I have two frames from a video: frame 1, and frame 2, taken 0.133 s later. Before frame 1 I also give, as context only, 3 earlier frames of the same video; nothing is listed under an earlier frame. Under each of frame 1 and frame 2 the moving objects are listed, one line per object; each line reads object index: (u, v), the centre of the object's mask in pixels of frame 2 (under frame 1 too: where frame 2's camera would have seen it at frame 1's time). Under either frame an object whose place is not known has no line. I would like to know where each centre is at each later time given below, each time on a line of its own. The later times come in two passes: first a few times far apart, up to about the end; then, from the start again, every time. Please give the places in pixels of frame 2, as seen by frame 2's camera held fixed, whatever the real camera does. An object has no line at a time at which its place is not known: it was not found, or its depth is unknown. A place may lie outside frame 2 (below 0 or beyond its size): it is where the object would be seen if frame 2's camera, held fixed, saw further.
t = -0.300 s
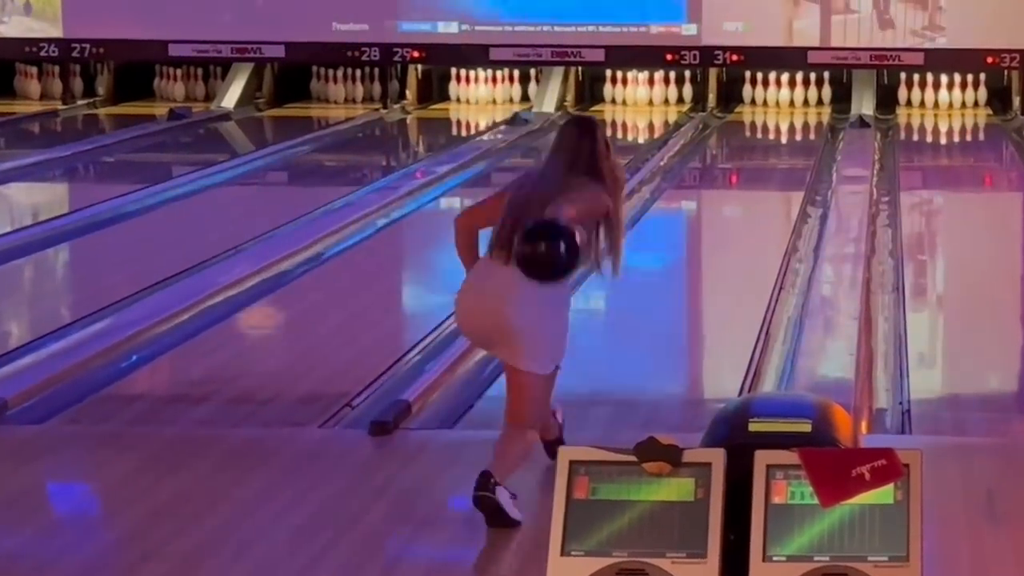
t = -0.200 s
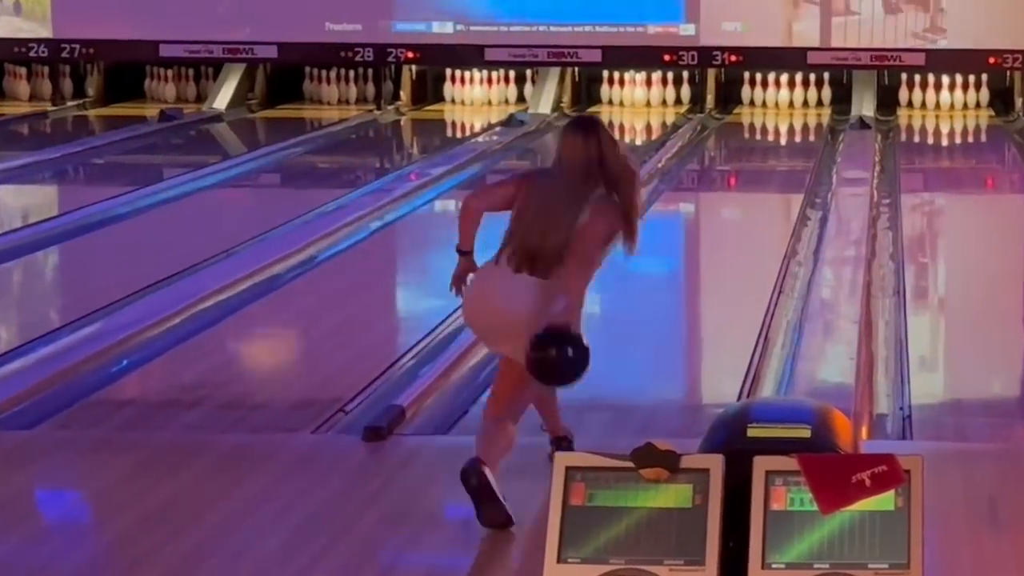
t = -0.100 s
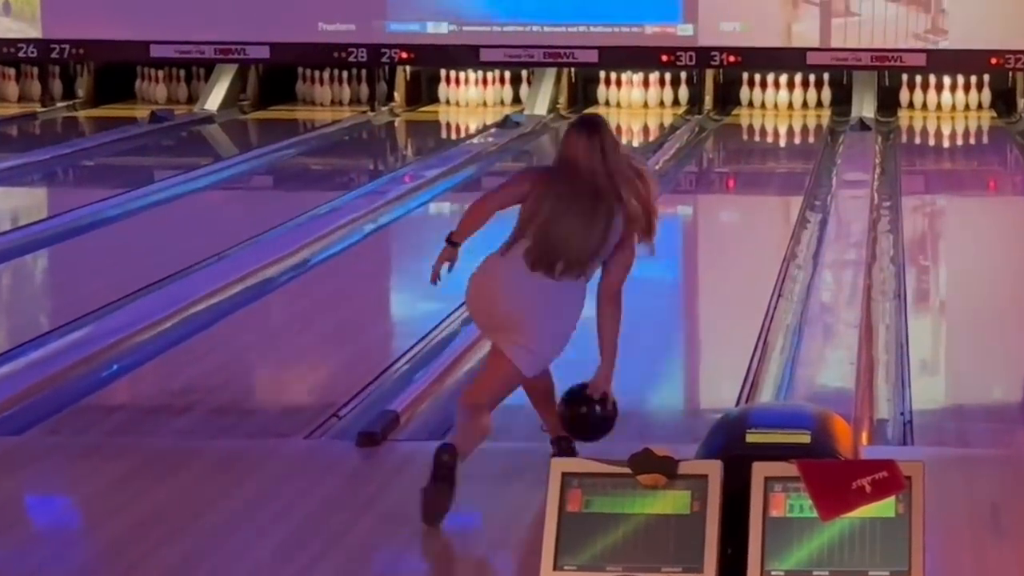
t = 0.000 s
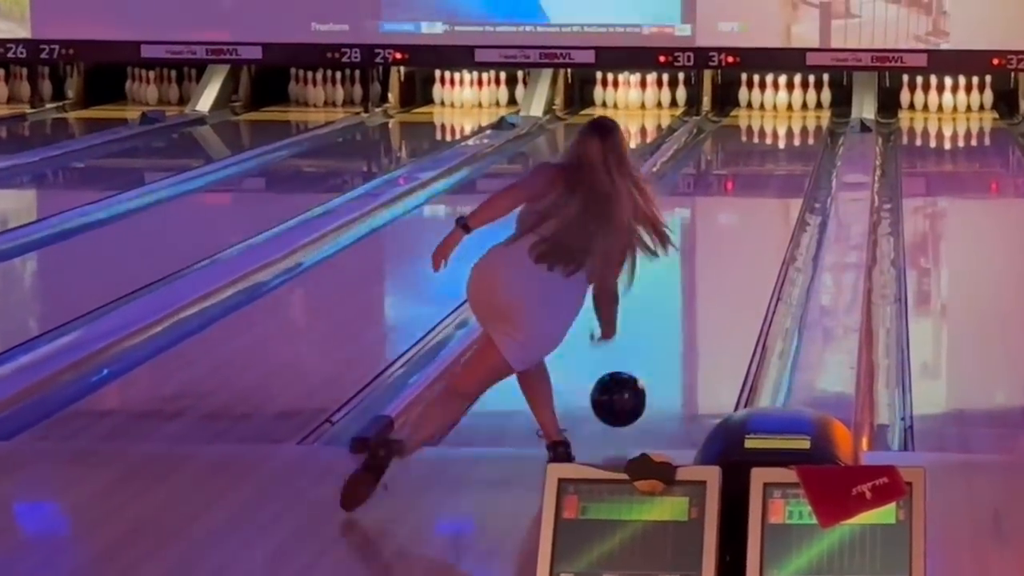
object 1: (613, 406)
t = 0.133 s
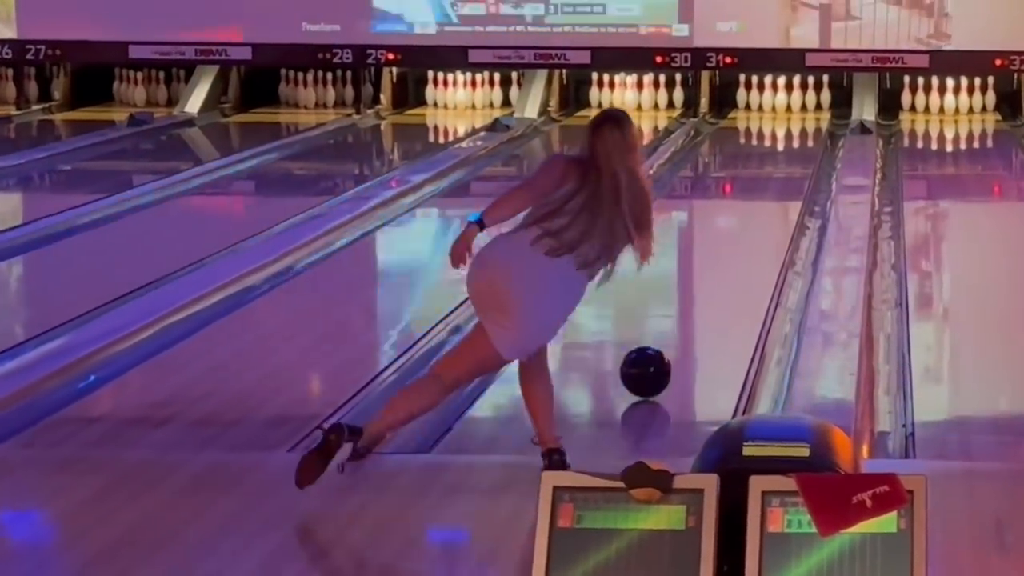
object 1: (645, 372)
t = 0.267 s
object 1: (671, 336)
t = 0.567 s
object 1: (714, 272)
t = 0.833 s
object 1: (740, 232)
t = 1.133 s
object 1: (761, 198)
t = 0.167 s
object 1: (652, 363)
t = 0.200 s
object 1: (659, 353)
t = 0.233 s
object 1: (665, 344)
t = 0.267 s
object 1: (671, 336)
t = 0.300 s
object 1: (677, 328)
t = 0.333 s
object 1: (682, 320)
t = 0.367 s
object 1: (687, 312)
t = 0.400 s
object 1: (692, 304)
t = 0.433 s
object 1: (697, 297)
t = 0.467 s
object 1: (701, 290)
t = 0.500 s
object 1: (706, 284)
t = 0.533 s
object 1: (710, 278)
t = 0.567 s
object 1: (714, 272)
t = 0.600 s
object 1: (718, 266)
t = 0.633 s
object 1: (721, 260)
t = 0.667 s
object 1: (725, 255)
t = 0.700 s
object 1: (728, 250)
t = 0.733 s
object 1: (731, 245)
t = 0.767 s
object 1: (734, 241)
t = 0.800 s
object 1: (737, 236)
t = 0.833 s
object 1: (740, 232)
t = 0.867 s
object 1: (743, 227)
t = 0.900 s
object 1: (746, 223)
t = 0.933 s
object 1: (748, 220)
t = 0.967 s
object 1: (750, 216)
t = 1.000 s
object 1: (753, 212)
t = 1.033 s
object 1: (755, 208)
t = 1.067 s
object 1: (757, 205)
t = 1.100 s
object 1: (759, 201)
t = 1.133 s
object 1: (761, 198)
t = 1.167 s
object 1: (763, 194)
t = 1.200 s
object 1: (764, 191)
